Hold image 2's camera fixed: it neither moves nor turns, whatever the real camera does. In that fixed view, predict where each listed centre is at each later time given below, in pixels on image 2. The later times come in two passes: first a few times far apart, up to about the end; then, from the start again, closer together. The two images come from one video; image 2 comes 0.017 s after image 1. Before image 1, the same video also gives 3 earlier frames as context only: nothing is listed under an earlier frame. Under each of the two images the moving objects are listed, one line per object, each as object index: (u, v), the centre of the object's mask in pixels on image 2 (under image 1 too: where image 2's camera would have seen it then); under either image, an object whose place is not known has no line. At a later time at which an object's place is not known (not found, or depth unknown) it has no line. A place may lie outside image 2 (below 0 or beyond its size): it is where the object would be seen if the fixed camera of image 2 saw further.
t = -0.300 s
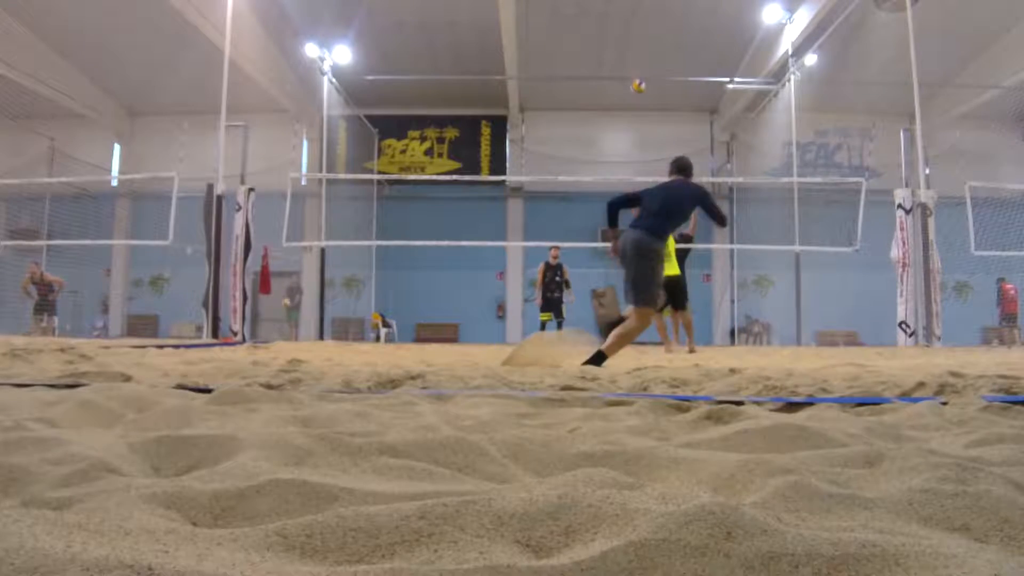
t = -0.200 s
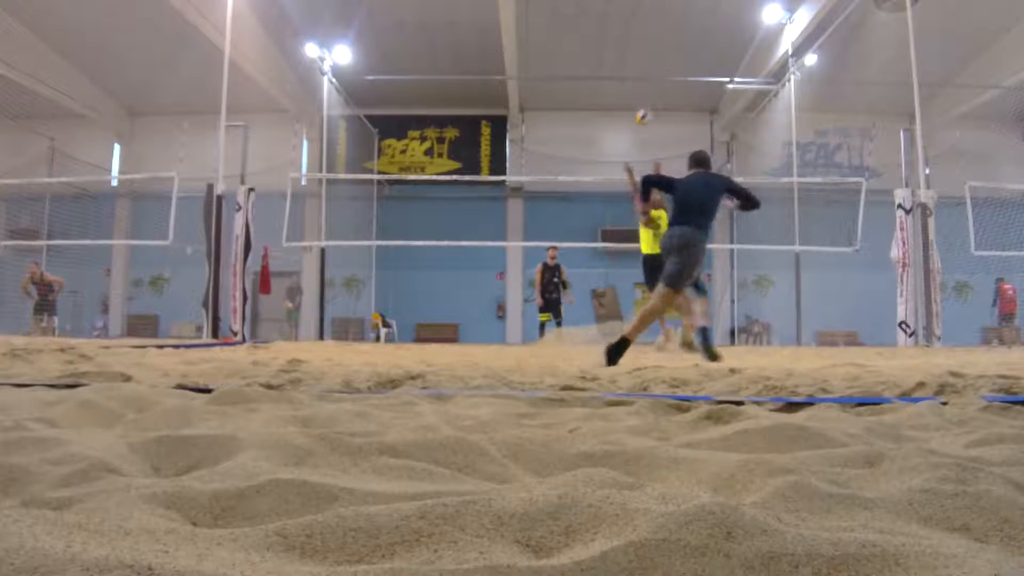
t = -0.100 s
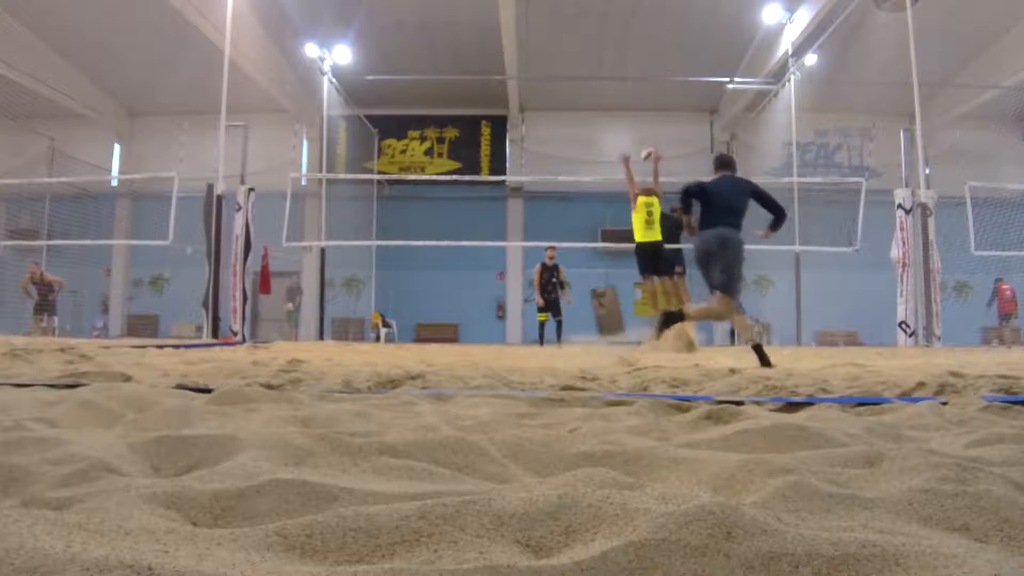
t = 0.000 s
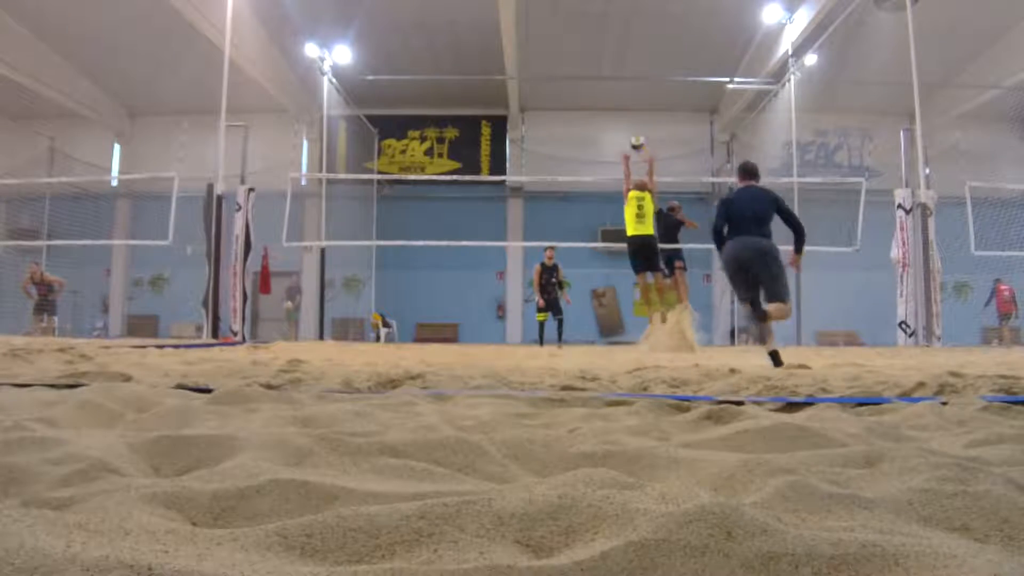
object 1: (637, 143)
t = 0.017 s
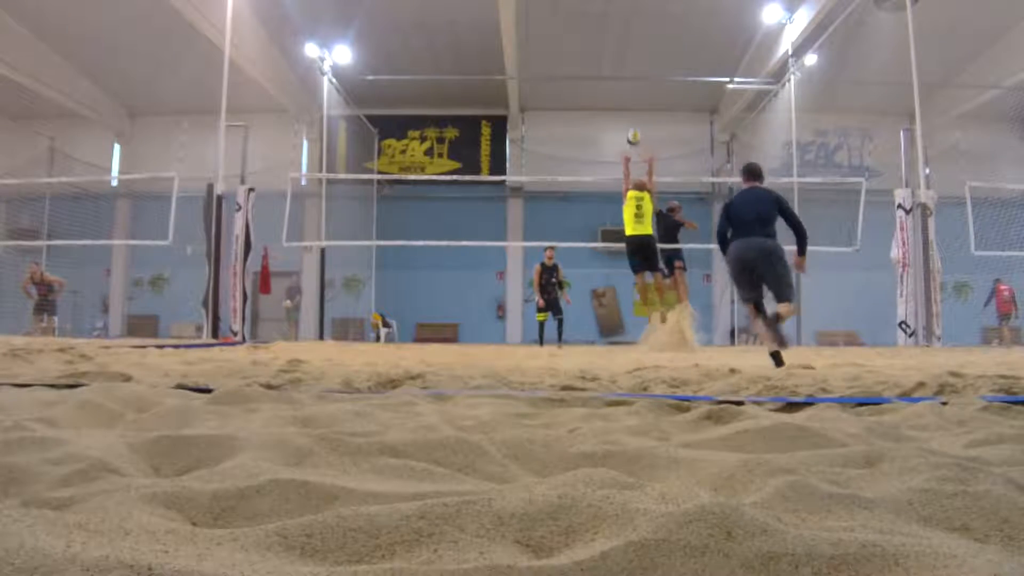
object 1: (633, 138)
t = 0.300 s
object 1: (563, 58)
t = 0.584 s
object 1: (455, 25)
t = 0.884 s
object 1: (255, 108)
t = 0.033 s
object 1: (630, 133)
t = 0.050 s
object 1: (627, 127)
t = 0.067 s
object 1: (622, 121)
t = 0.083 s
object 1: (620, 116)
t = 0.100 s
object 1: (615, 111)
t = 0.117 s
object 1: (612, 105)
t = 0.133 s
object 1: (607, 101)
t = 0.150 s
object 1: (603, 95)
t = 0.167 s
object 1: (599, 92)
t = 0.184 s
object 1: (595, 87)
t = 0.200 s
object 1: (590, 81)
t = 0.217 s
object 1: (586, 76)
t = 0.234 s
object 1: (582, 72)
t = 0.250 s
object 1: (578, 69)
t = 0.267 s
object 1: (573, 65)
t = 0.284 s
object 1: (567, 61)
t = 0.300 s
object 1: (563, 58)
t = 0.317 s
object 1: (558, 55)
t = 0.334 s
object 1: (552, 52)
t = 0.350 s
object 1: (547, 48)
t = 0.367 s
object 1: (541, 44)
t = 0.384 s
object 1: (536, 42)
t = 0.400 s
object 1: (531, 39)
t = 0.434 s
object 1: (519, 33)
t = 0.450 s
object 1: (513, 31)
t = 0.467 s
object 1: (505, 31)
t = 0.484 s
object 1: (497, 29)
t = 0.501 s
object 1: (491, 28)
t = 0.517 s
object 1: (486, 27)
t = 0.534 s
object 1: (478, 25)
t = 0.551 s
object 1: (471, 26)
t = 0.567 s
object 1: (463, 25)
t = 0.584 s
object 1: (455, 25)
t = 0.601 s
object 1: (447, 26)
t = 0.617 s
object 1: (438, 27)
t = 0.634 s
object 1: (430, 27)
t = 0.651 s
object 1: (423, 28)
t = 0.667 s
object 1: (412, 30)
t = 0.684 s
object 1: (403, 33)
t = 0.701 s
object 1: (395, 35)
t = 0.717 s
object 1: (382, 41)
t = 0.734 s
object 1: (373, 43)
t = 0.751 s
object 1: (362, 46)
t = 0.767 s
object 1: (351, 53)
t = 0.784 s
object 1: (339, 59)
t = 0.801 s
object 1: (328, 65)
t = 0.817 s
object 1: (315, 72)
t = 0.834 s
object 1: (303, 77)
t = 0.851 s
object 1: (287, 88)
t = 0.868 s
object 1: (271, 98)
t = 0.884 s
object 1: (255, 108)
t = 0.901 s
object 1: (241, 121)
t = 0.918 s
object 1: (225, 134)
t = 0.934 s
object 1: (199, 148)
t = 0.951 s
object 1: (185, 164)
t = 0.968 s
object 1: (165, 179)
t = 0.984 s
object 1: (145, 199)
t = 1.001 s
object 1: (123, 218)
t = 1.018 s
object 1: (97, 241)
